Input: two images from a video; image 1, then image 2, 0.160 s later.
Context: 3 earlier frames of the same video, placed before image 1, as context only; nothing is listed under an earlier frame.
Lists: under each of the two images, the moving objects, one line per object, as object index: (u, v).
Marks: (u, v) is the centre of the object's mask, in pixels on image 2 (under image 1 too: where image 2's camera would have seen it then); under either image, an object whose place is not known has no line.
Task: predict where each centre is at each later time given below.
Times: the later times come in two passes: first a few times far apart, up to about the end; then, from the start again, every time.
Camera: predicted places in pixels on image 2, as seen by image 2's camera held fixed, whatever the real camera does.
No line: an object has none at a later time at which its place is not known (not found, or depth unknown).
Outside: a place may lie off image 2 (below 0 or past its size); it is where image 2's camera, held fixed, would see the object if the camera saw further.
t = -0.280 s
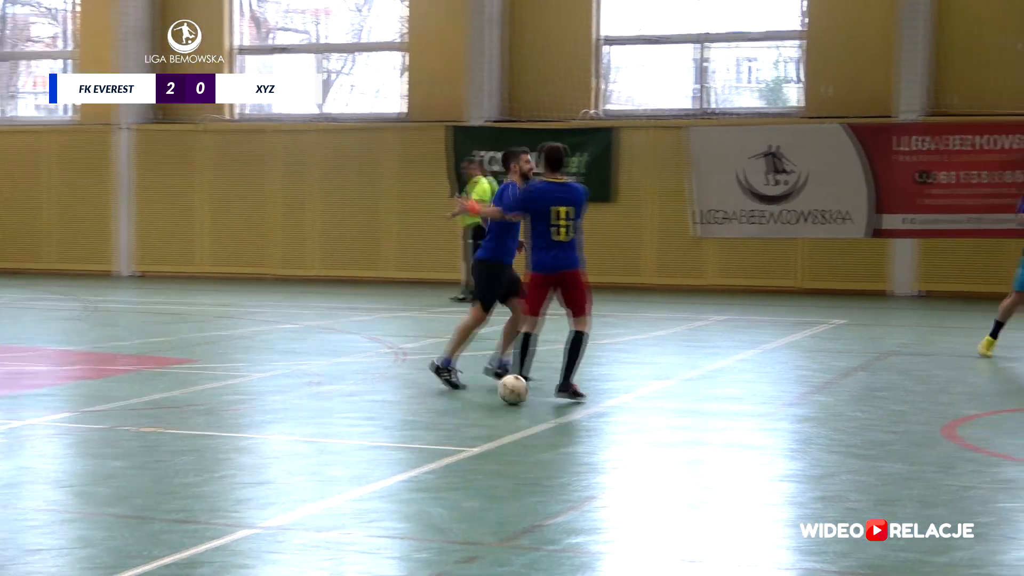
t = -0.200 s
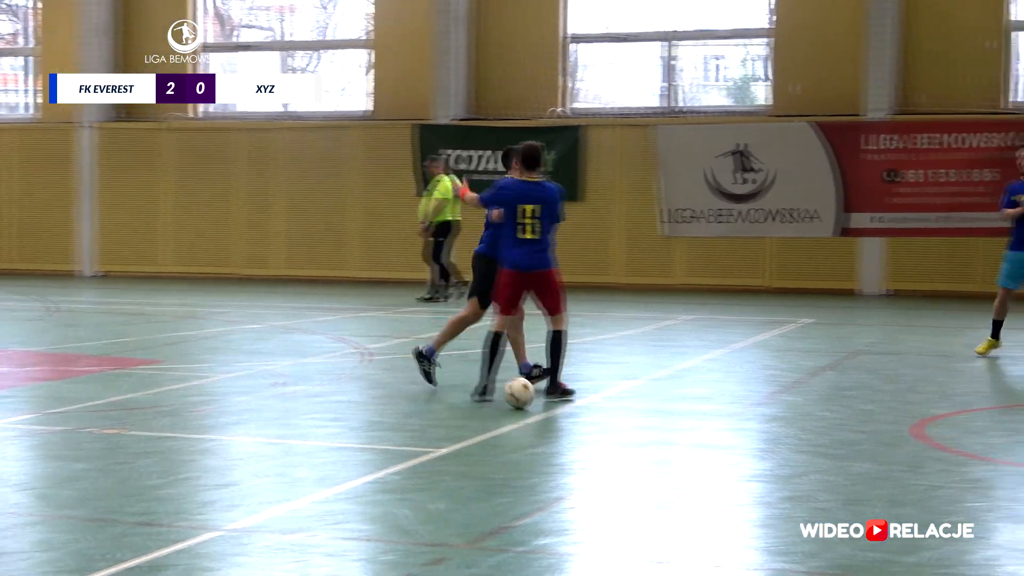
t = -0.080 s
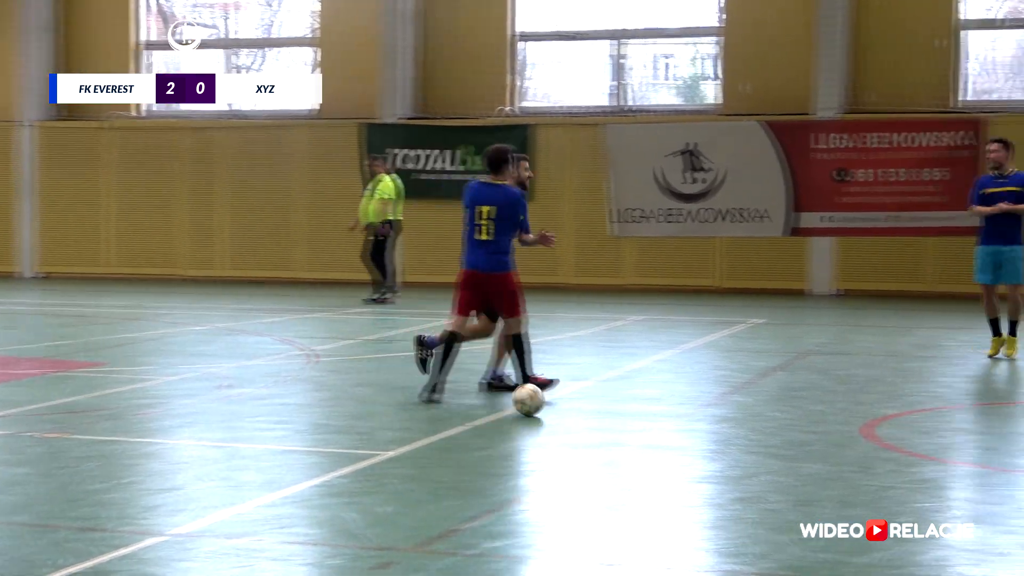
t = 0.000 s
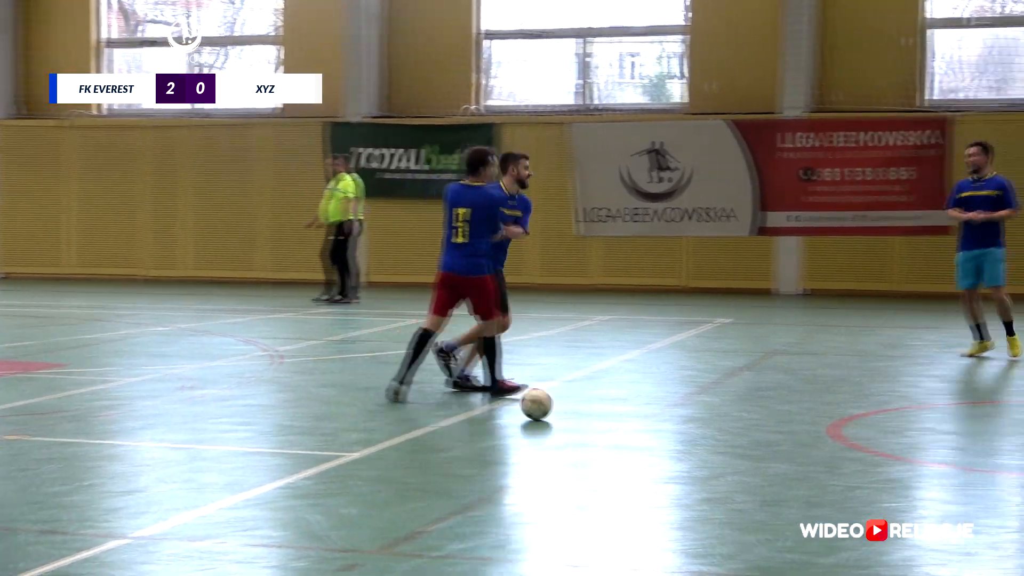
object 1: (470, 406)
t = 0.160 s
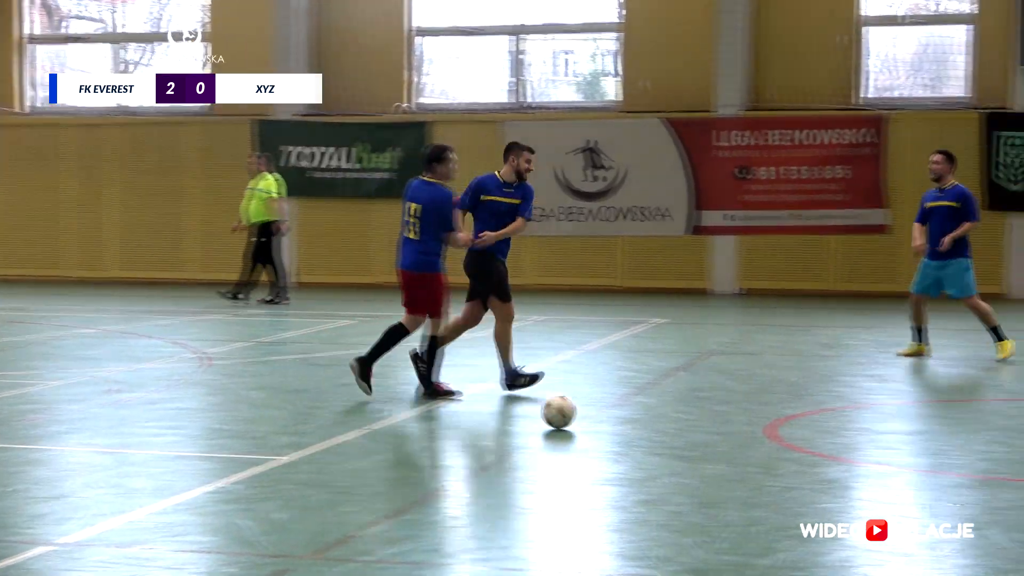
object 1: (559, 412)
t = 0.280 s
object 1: (627, 417)
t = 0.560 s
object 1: (797, 430)
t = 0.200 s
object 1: (581, 414)
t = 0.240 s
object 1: (604, 415)
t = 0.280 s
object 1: (627, 417)
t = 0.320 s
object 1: (650, 419)
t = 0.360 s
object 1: (674, 420)
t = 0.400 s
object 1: (698, 422)
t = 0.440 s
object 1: (722, 424)
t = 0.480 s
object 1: (747, 426)
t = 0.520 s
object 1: (771, 428)
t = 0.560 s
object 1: (797, 430)
